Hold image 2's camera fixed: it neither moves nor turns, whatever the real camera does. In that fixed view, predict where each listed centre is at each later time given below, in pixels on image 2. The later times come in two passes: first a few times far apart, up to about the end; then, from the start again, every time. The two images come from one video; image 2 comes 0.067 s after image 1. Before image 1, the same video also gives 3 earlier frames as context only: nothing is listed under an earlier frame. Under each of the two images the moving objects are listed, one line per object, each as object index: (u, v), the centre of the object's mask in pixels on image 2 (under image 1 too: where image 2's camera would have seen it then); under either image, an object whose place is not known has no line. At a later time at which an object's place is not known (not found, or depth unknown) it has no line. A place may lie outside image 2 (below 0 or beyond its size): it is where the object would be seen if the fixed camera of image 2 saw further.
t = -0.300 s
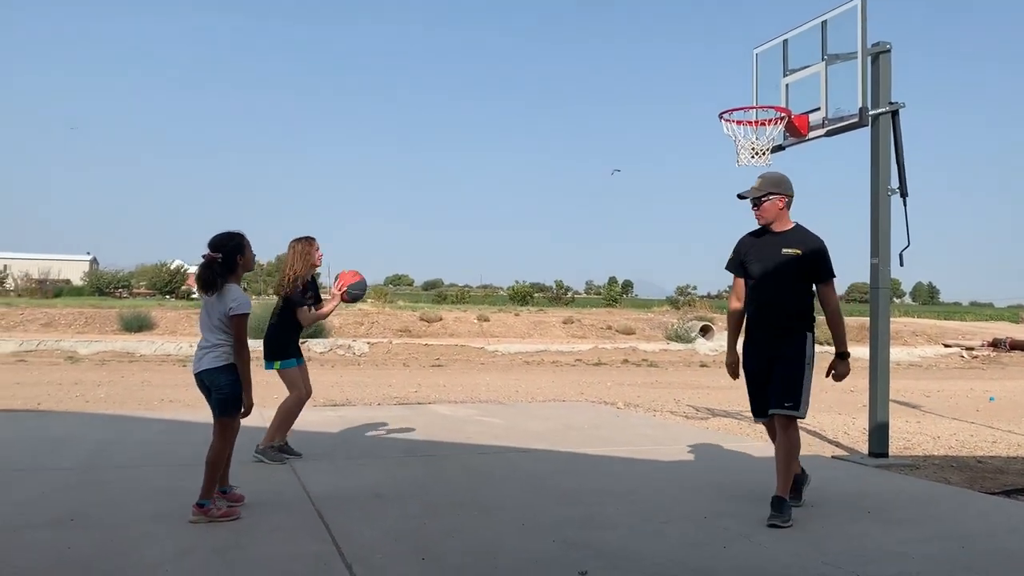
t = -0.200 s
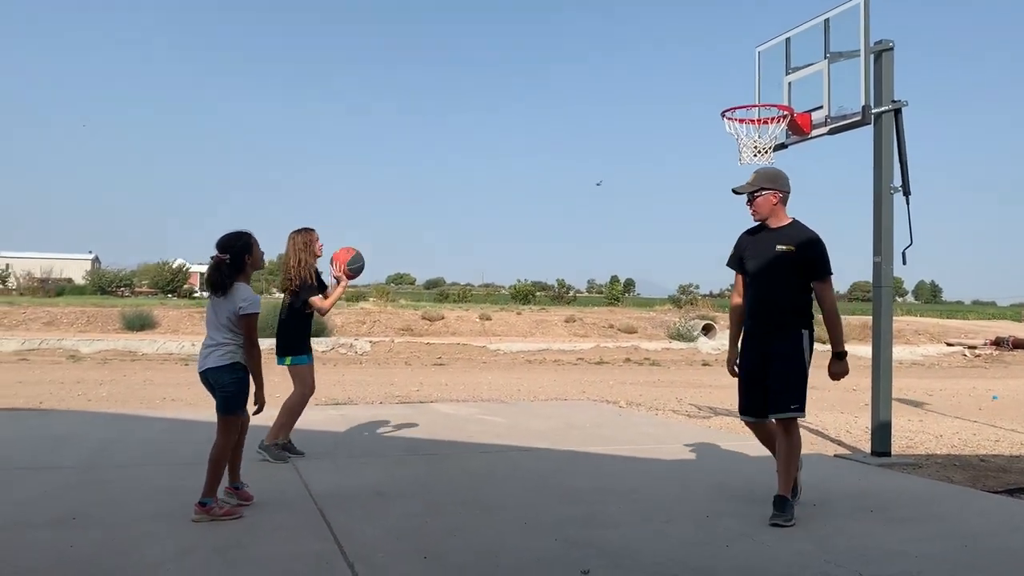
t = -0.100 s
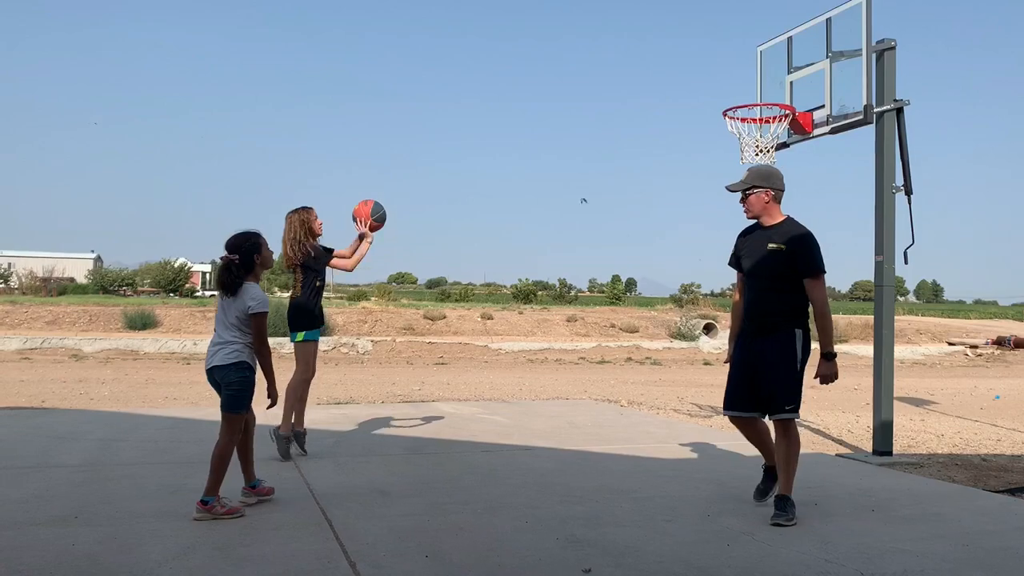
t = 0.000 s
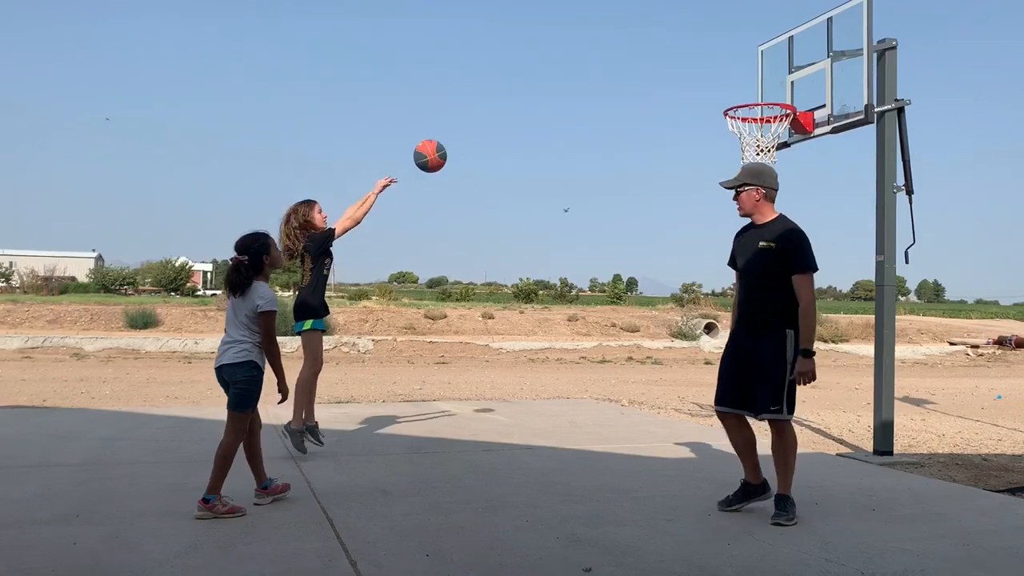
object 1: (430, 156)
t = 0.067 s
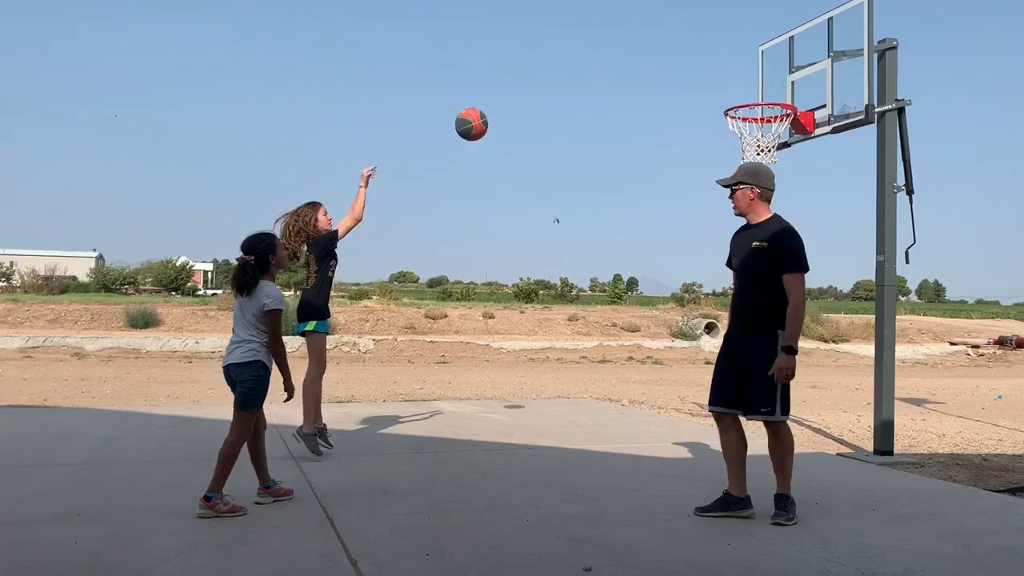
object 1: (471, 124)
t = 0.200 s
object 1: (551, 80)
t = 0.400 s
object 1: (668, 61)
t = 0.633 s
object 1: (777, 95)
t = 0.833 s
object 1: (722, 79)
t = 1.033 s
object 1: (663, 113)
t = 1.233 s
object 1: (599, 211)
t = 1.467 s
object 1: (518, 416)
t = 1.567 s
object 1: (483, 418)
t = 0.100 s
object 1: (491, 111)
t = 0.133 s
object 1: (511, 99)
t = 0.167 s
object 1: (531, 89)
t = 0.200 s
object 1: (551, 80)
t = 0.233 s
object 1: (571, 73)
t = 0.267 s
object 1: (590, 68)
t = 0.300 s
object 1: (610, 64)
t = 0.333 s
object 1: (629, 61)
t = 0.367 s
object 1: (649, 60)
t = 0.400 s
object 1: (668, 61)
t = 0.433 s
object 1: (687, 63)
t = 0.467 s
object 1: (706, 67)
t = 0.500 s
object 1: (725, 72)
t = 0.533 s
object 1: (744, 78)
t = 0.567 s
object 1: (763, 86)
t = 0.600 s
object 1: (781, 93)
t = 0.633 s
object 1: (777, 95)
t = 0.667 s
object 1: (767, 93)
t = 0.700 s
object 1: (759, 87)
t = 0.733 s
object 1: (750, 83)
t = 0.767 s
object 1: (741, 80)
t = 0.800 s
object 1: (731, 78)
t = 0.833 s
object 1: (722, 79)
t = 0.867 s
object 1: (713, 80)
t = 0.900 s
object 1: (703, 83)
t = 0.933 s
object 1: (693, 88)
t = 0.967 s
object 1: (683, 94)
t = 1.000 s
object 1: (673, 103)
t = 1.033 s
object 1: (663, 113)
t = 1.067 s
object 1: (653, 125)
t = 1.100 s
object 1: (642, 138)
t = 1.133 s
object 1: (632, 154)
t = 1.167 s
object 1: (621, 171)
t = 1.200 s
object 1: (610, 190)
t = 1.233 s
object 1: (599, 211)
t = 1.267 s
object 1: (588, 234)
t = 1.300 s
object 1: (576, 259)
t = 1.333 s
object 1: (565, 286)
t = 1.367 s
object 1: (553, 316)
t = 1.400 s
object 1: (541, 347)
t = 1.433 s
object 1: (530, 381)
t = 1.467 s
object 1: (518, 416)
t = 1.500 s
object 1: (505, 455)
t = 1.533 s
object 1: (494, 447)
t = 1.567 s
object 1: (483, 418)
